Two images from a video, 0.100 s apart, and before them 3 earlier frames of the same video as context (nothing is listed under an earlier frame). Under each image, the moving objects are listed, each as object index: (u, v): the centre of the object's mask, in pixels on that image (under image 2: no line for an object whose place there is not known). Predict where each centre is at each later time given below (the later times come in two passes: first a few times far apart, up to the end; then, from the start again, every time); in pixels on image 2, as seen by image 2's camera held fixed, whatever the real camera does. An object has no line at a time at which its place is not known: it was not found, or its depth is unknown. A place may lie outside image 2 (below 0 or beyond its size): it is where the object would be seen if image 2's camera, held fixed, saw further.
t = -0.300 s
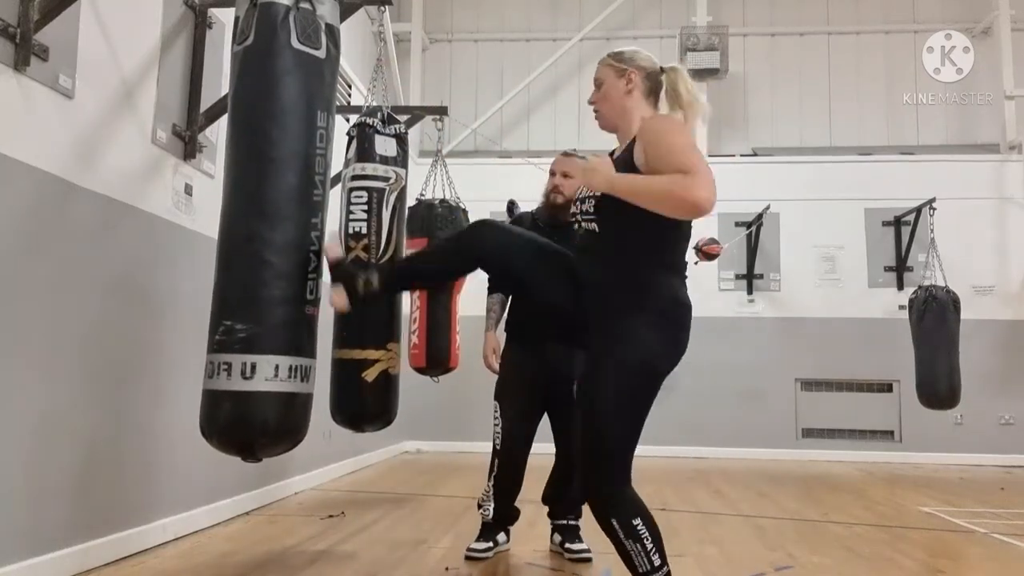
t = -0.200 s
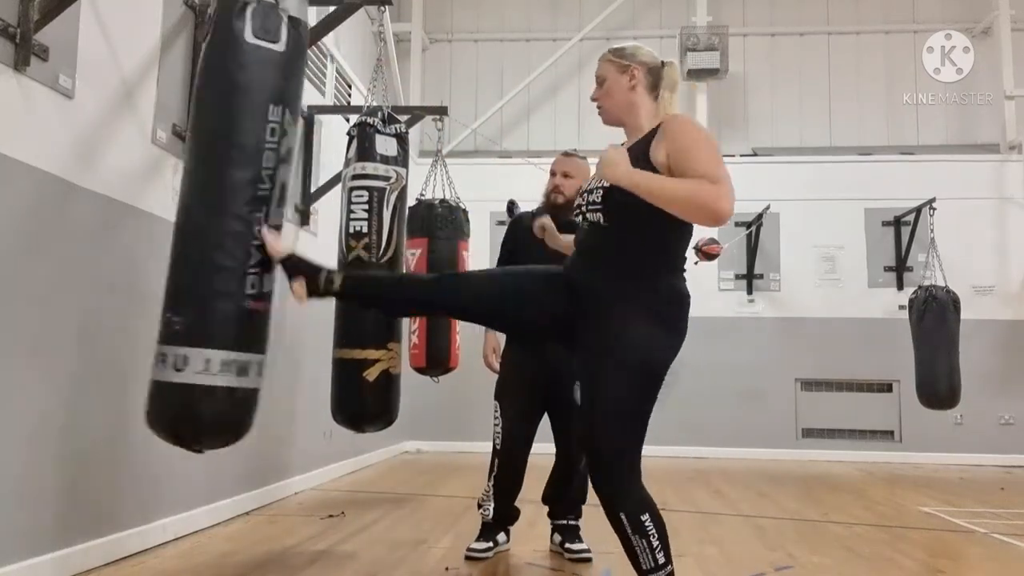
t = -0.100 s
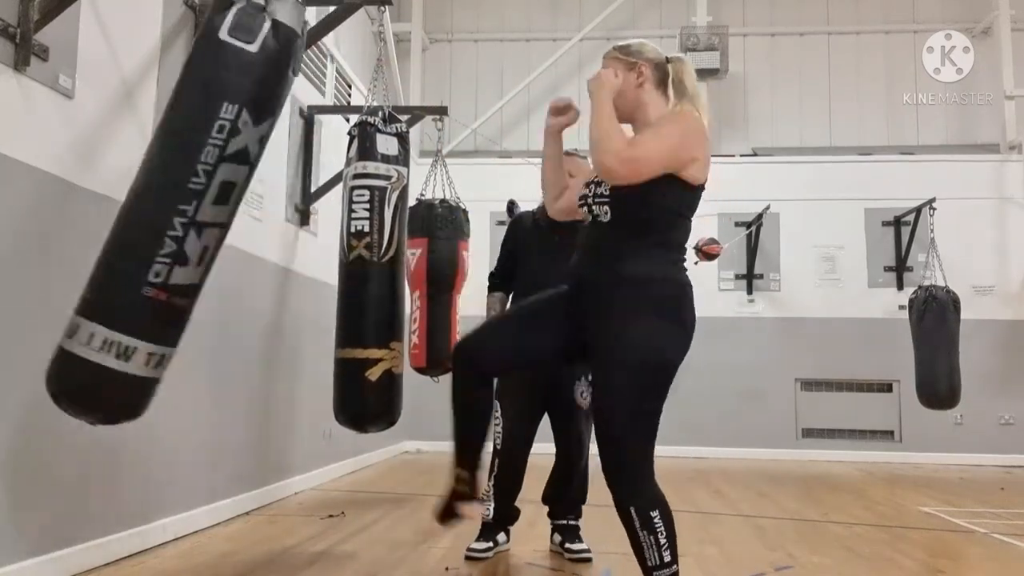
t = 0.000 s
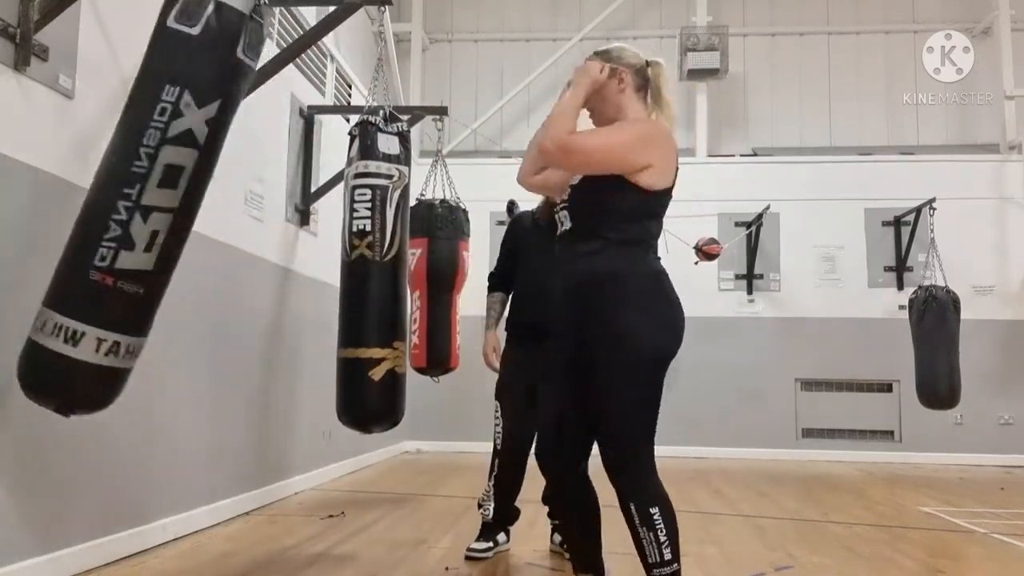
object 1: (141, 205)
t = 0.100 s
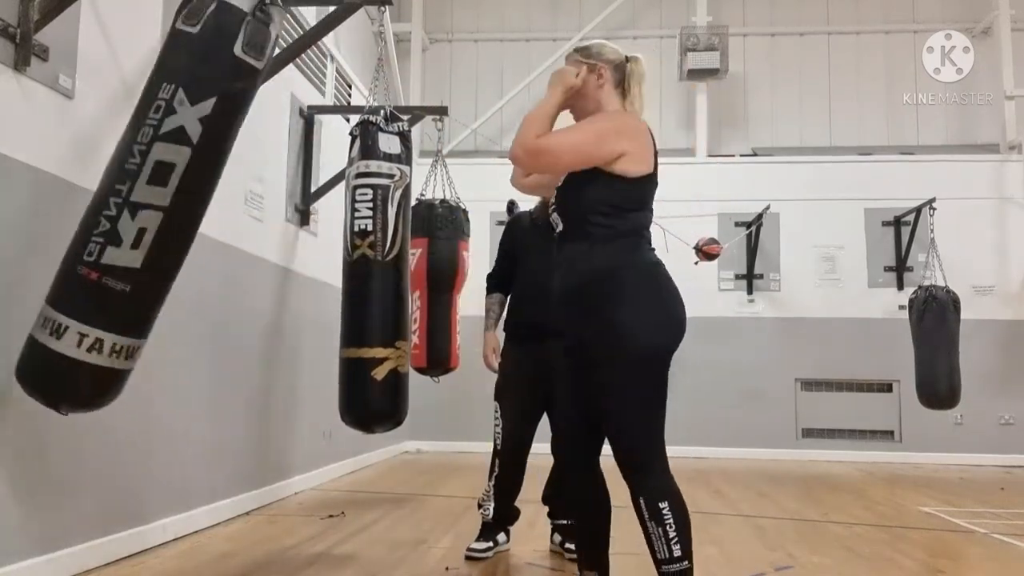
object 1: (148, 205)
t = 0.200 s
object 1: (180, 220)
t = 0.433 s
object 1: (337, 227)
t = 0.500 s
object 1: (375, 220)
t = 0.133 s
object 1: (155, 209)
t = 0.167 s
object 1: (165, 215)
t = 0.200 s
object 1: (180, 220)
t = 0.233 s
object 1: (199, 223)
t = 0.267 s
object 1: (220, 227)
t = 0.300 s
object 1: (243, 230)
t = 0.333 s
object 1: (266, 232)
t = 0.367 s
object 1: (290, 231)
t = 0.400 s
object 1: (315, 230)
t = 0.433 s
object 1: (337, 227)
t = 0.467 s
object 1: (358, 224)
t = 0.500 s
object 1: (375, 220)
